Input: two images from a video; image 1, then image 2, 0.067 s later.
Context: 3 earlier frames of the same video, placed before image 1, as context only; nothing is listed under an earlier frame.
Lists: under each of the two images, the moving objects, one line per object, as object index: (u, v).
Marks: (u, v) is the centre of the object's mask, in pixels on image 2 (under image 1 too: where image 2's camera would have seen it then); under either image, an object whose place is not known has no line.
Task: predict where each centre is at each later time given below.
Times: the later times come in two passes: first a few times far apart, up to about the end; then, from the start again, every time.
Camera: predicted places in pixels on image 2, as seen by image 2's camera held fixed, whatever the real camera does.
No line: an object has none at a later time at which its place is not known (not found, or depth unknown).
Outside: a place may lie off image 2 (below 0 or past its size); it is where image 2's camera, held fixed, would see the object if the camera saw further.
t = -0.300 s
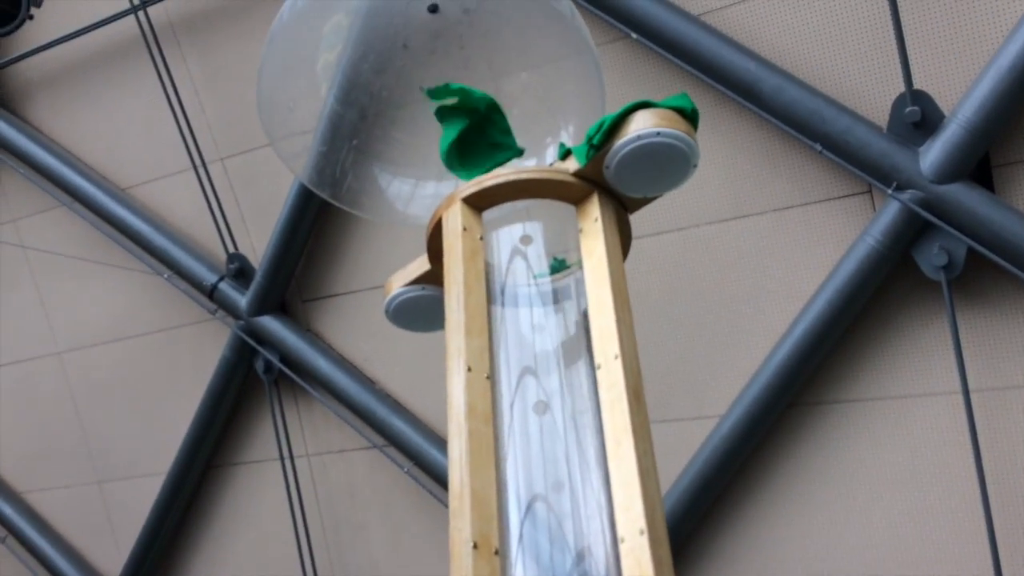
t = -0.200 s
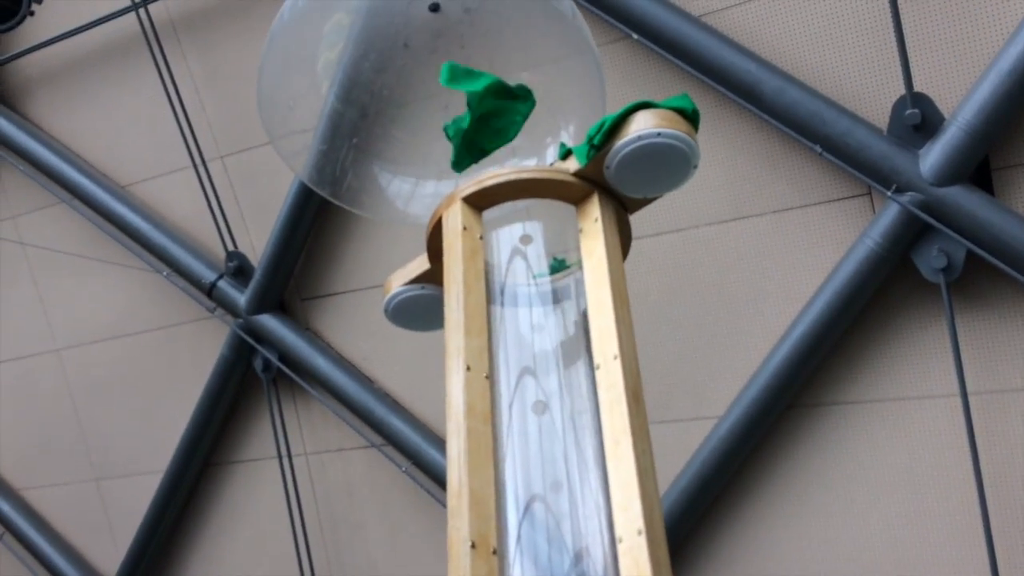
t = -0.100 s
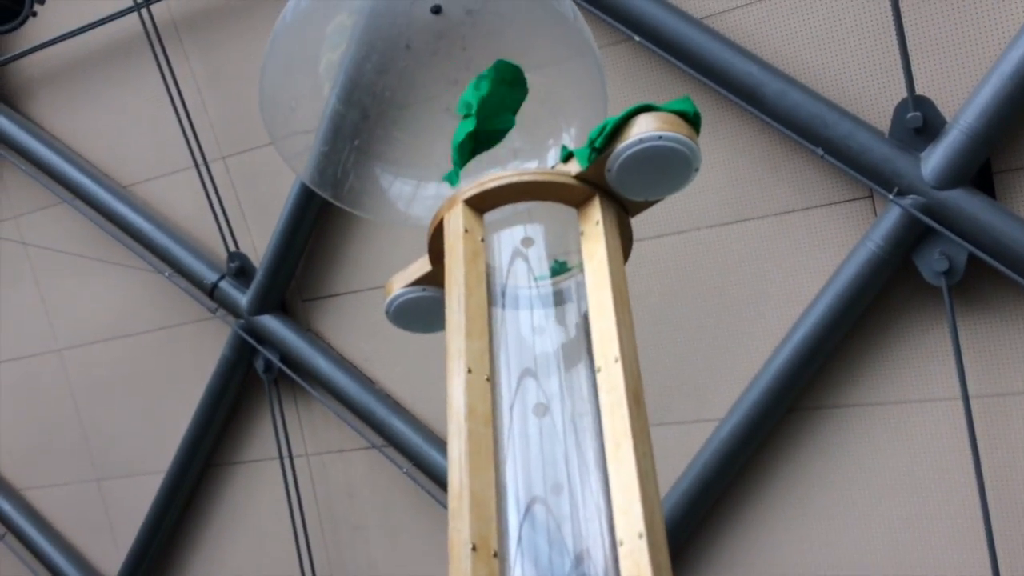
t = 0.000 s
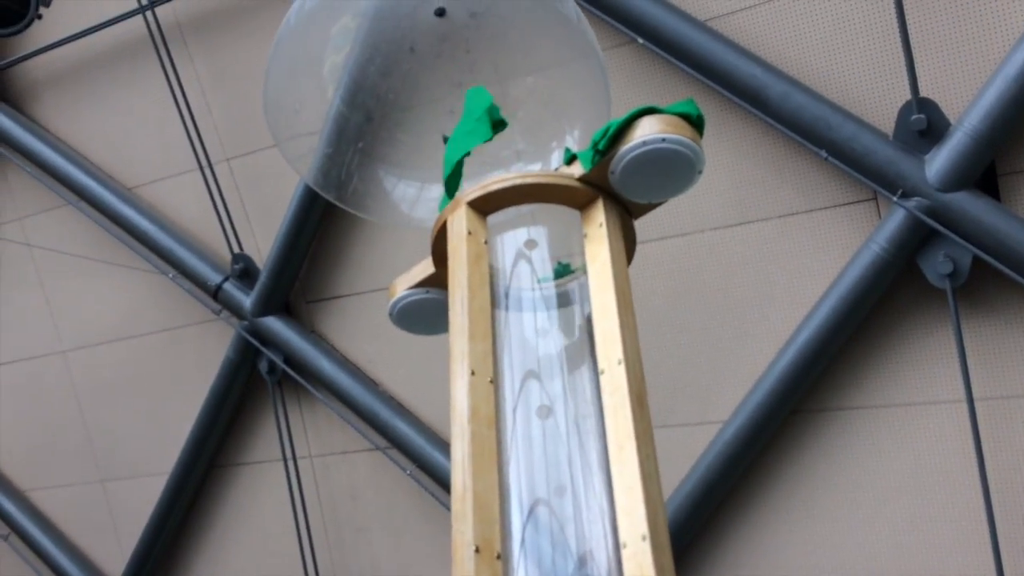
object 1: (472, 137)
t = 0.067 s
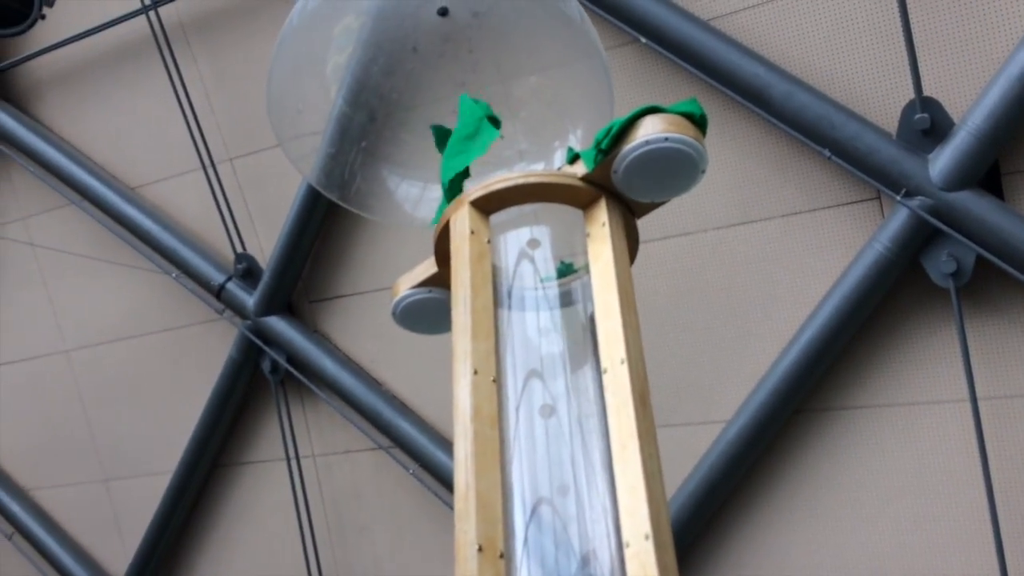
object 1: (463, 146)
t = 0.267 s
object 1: (439, 195)
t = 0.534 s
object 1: (407, 331)
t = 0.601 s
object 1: (415, 380)
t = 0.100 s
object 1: (462, 148)
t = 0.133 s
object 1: (459, 153)
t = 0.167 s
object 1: (455, 162)
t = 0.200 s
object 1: (450, 176)
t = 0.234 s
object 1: (444, 186)
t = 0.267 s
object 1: (439, 195)
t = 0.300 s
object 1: (434, 208)
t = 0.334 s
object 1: (428, 224)
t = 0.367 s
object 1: (422, 238)
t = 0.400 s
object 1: (414, 253)
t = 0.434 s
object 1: (409, 269)
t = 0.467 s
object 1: (406, 288)
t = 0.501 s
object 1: (405, 308)
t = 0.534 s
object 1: (407, 331)
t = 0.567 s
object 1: (412, 355)
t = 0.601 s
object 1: (415, 380)
